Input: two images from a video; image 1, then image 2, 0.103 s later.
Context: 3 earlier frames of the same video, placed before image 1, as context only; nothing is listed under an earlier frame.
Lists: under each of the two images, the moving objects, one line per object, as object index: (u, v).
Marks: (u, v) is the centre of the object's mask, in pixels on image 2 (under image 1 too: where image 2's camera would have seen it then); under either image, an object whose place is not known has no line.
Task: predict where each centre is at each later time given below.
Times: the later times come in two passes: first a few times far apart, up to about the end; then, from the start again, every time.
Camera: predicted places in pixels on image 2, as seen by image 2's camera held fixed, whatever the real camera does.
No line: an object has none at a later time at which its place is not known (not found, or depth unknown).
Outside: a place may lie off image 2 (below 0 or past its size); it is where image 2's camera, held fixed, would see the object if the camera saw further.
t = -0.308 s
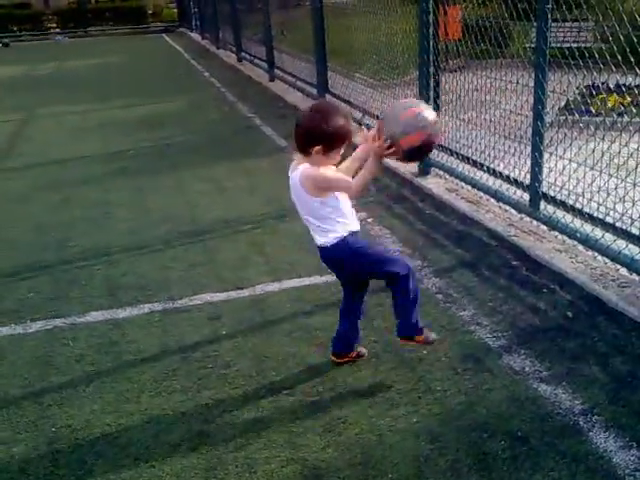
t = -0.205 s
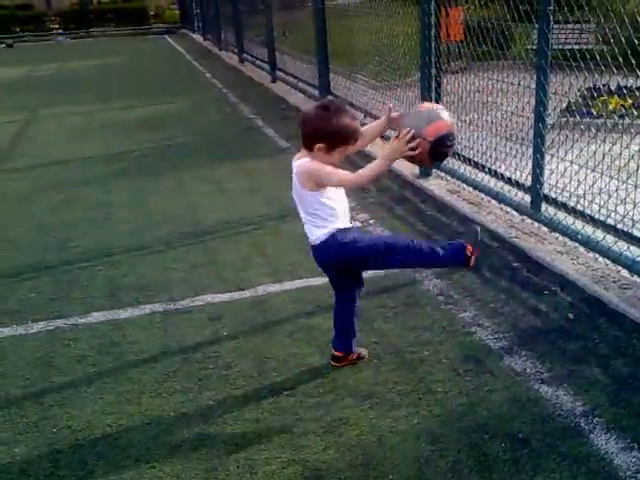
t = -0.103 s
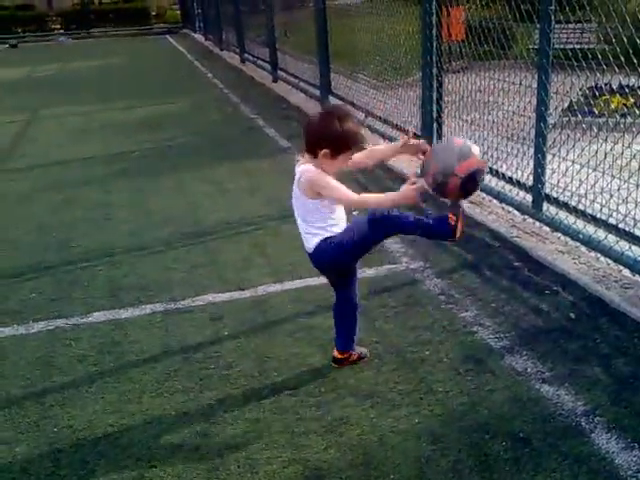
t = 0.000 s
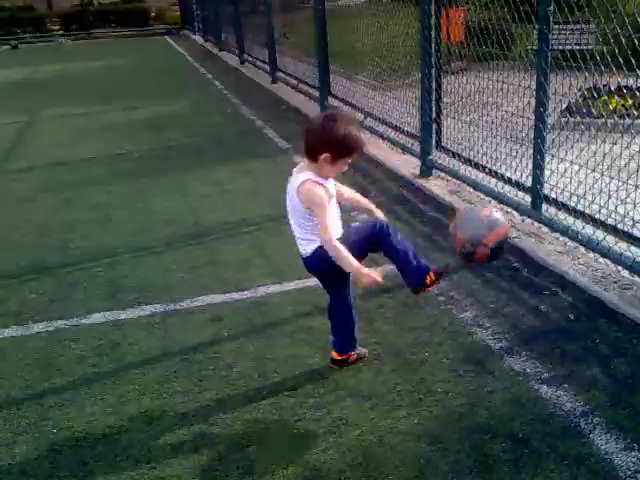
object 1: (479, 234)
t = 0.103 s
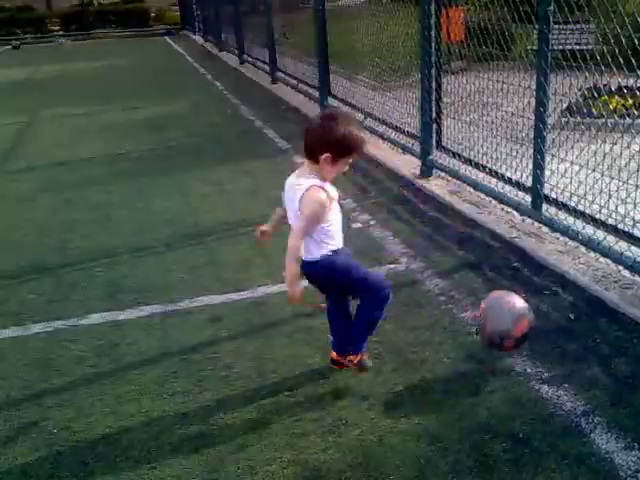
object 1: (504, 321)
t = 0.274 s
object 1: (529, 258)
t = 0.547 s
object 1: (566, 205)
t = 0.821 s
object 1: (588, 321)
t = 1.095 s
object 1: (614, 244)
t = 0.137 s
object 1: (508, 344)
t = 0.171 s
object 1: (514, 320)
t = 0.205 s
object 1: (519, 297)
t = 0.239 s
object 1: (524, 276)
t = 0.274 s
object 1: (529, 258)
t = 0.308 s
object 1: (534, 242)
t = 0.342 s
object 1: (539, 228)
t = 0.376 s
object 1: (544, 217)
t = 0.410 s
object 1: (548, 210)
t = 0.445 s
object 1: (553, 204)
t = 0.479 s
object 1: (558, 202)
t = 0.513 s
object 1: (561, 202)
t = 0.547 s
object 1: (566, 205)
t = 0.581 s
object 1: (570, 214)
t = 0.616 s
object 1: (572, 223)
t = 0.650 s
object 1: (575, 236)
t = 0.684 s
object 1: (578, 252)
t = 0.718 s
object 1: (581, 269)
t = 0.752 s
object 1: (583, 288)
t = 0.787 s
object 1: (585, 312)
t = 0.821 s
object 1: (588, 321)
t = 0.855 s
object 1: (592, 304)
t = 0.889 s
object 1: (596, 289)
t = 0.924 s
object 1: (598, 276)
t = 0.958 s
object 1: (602, 264)
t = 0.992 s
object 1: (606, 255)
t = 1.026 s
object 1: (609, 249)
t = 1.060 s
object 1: (611, 246)
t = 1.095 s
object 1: (614, 244)
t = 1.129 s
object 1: (616, 246)
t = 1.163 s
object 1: (618, 251)
